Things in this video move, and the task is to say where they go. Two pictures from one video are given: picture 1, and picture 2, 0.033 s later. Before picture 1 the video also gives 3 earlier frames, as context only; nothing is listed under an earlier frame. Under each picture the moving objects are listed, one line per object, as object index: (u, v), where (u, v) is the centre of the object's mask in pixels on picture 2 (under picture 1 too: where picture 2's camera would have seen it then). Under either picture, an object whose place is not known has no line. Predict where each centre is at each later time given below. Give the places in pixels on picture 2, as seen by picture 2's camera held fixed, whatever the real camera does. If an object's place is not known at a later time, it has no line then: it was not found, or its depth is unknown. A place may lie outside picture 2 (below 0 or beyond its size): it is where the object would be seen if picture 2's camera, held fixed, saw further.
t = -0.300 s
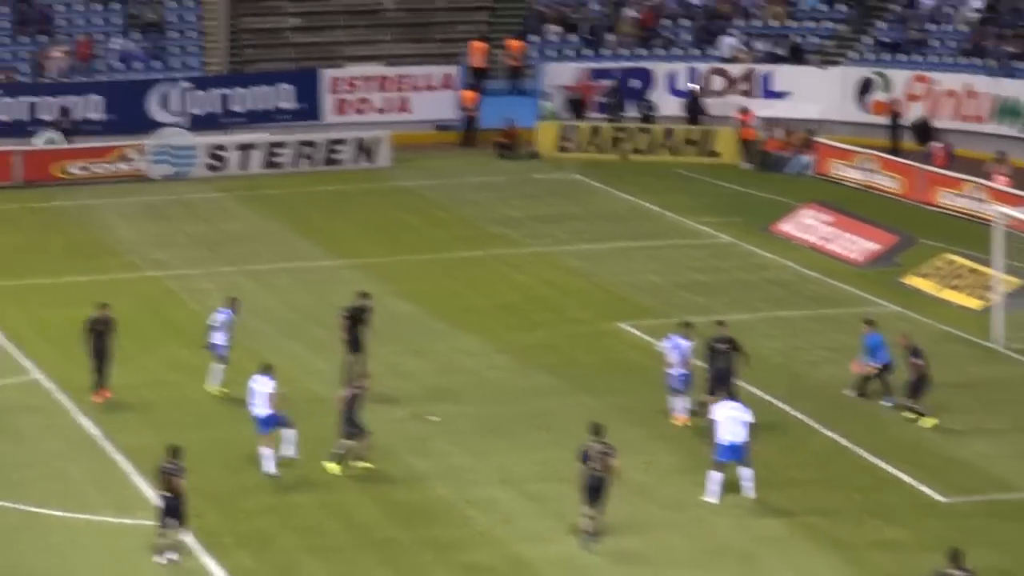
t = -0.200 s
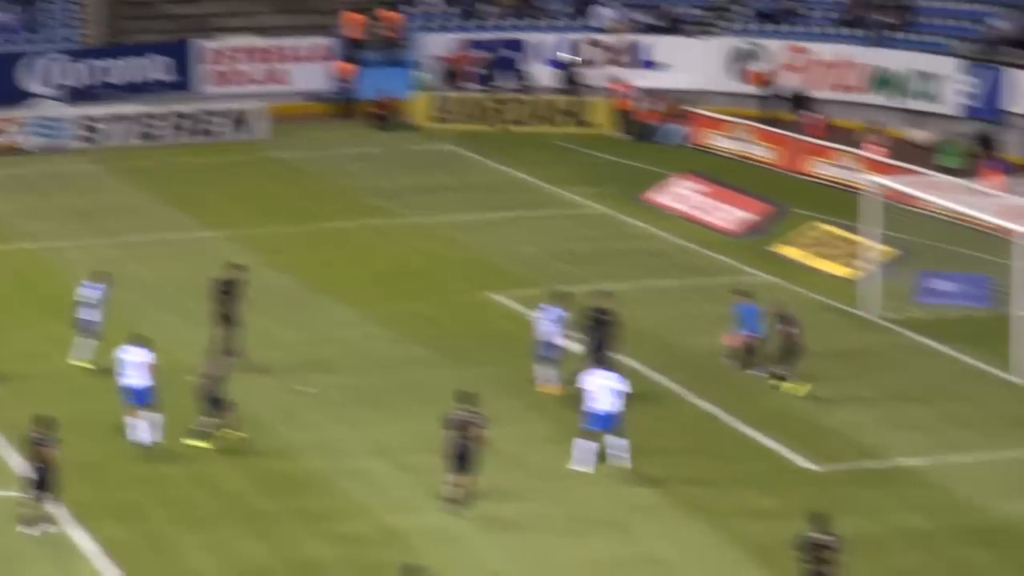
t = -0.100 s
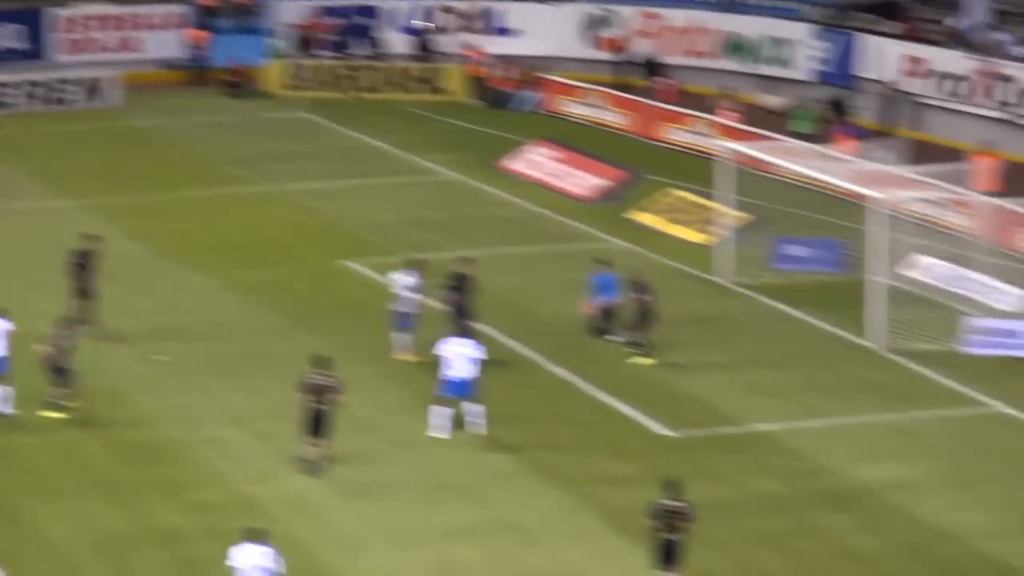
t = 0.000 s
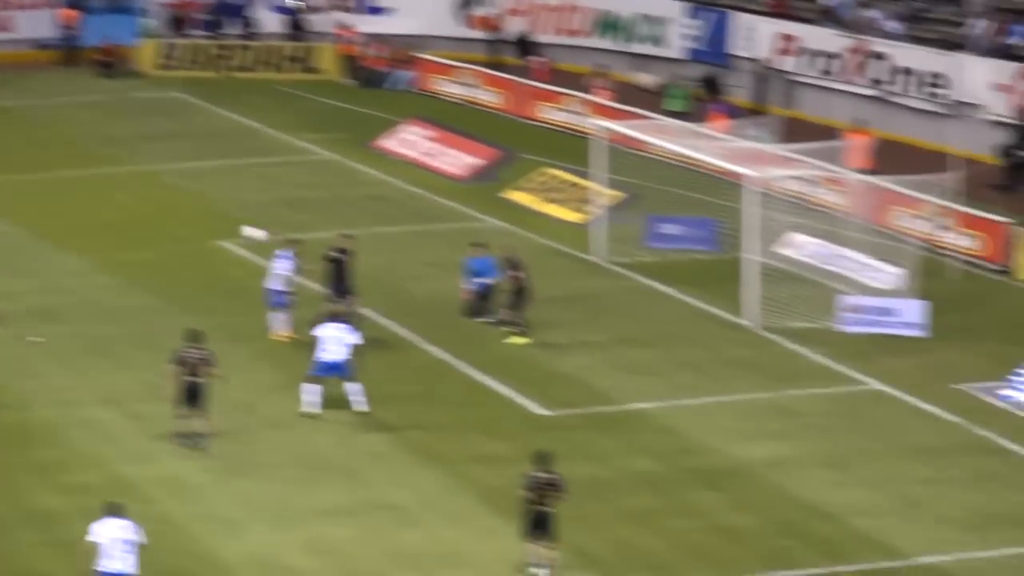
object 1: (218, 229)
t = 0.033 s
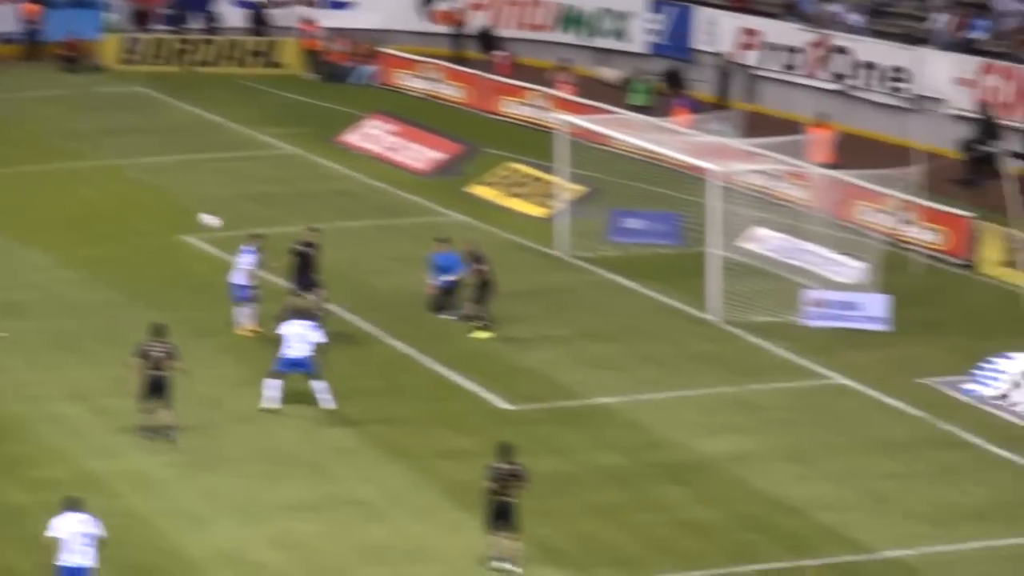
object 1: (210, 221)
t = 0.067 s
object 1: (202, 214)
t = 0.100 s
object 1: (195, 207)
